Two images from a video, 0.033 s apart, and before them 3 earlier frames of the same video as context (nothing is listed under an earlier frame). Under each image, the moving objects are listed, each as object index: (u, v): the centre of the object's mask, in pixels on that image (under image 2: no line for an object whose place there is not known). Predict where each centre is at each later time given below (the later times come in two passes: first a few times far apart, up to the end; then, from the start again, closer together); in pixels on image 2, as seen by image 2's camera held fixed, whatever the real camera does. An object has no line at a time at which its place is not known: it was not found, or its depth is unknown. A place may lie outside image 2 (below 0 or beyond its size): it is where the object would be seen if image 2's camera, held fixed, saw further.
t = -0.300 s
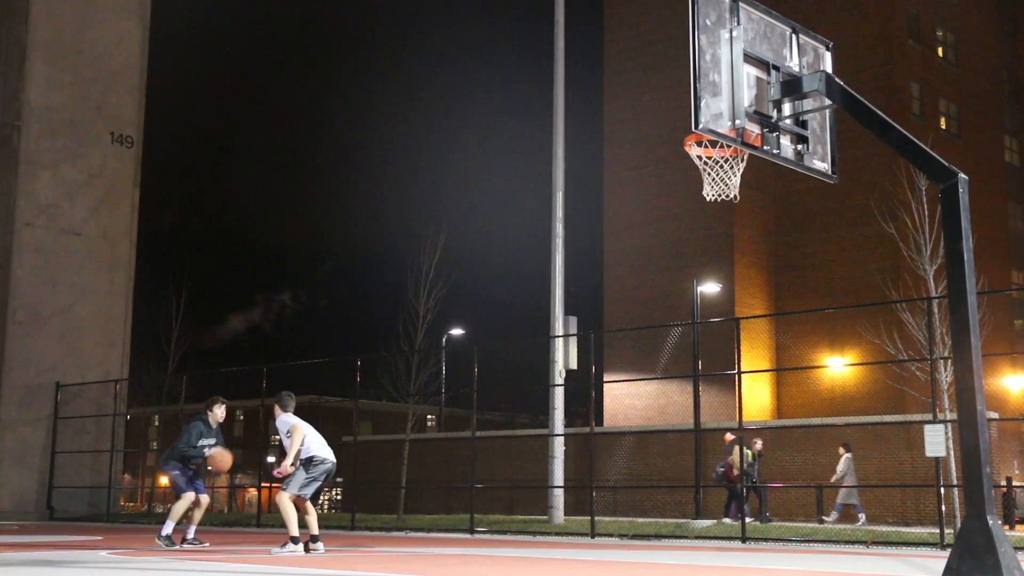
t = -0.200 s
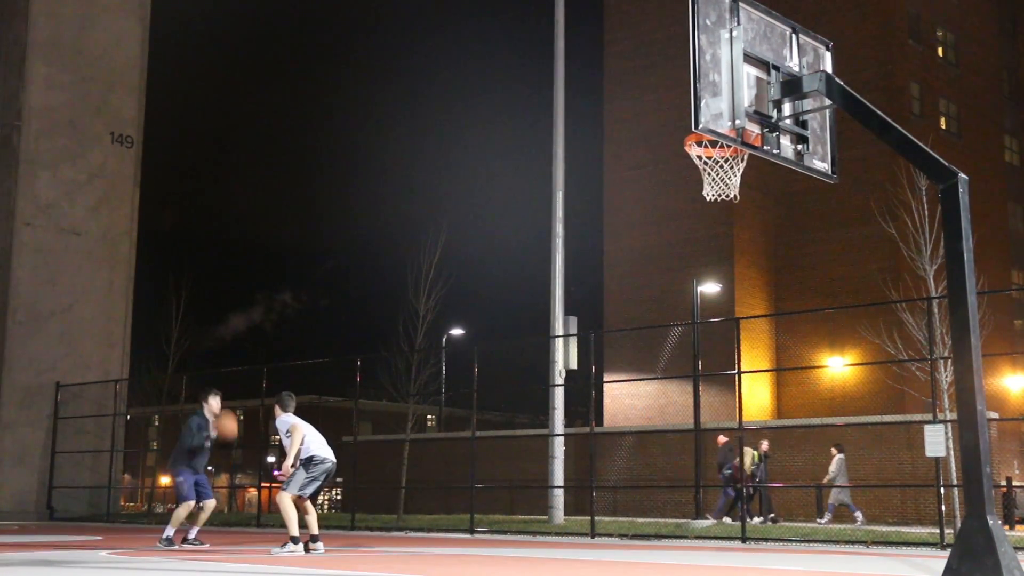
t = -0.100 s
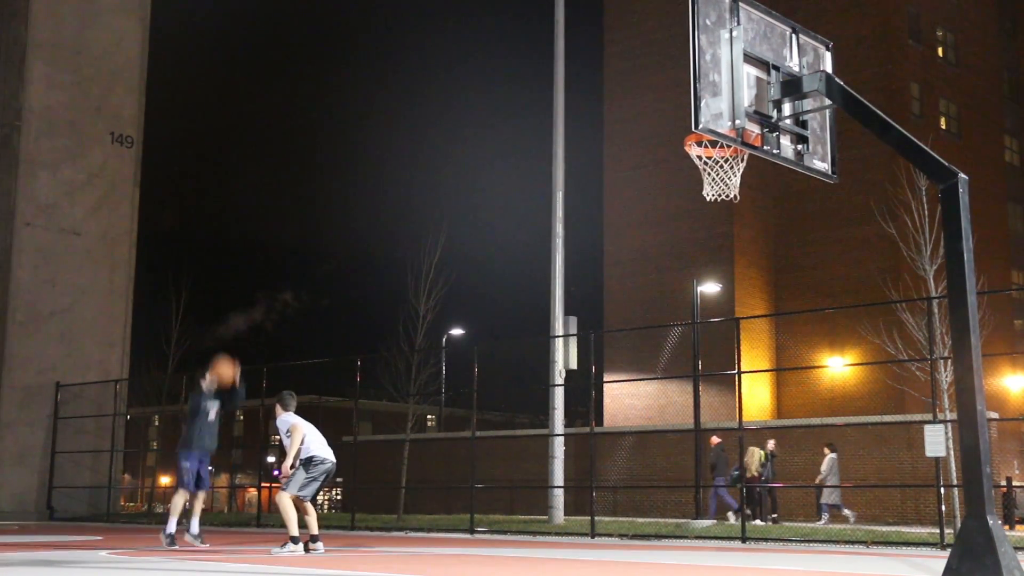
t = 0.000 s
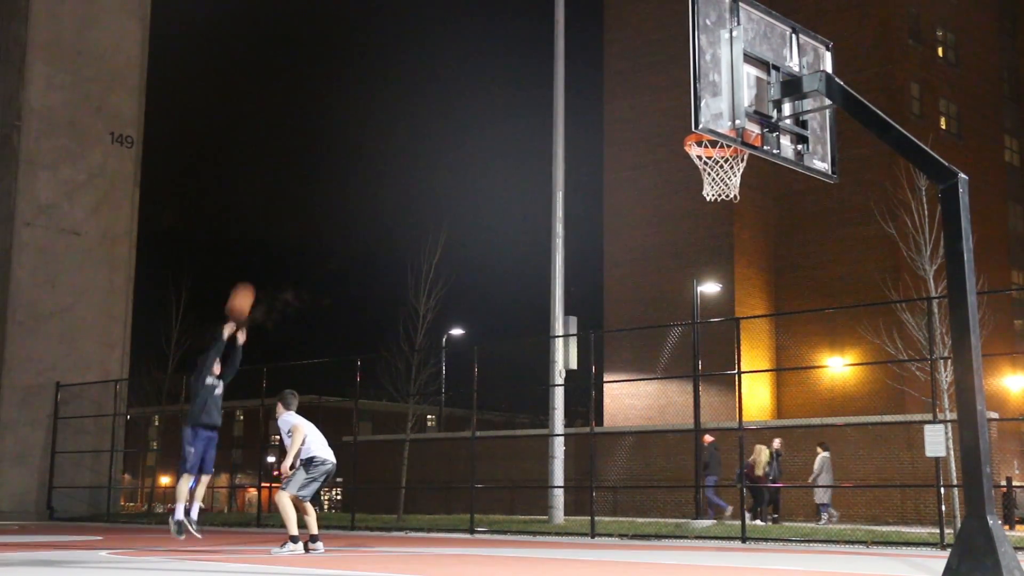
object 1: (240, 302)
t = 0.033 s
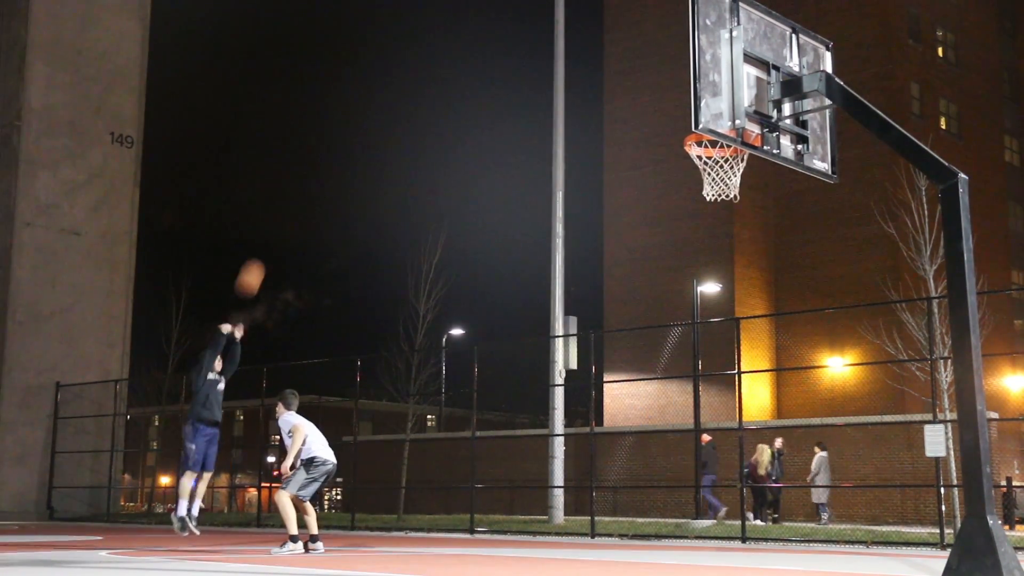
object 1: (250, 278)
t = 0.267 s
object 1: (320, 139)
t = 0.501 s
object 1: (394, 43)
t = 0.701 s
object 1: (461, 6)
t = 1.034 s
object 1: (590, 15)
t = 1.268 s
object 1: (685, 104)
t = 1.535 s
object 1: (741, 199)
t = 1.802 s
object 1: (741, 338)
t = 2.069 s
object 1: (734, 525)
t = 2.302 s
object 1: (673, 378)
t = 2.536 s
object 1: (611, 313)
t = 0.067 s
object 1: (260, 256)
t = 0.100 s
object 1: (270, 234)
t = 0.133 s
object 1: (279, 214)
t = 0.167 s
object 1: (289, 194)
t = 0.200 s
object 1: (300, 175)
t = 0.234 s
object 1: (310, 156)
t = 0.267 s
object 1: (320, 139)
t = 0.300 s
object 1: (330, 123)
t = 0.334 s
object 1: (341, 107)
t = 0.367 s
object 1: (351, 92)
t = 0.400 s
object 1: (362, 79)
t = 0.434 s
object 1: (373, 66)
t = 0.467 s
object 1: (384, 54)
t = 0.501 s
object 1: (394, 43)
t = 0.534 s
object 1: (405, 33)
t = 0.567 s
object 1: (416, 24)
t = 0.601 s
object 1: (427, 16)
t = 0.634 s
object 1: (438, 11)
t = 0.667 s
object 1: (449, 8)
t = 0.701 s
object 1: (461, 6)
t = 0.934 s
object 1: (549, 4)
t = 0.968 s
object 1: (563, 7)
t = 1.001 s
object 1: (579, 10)
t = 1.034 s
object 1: (590, 15)
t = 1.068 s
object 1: (604, 22)
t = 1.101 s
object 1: (619, 33)
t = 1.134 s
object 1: (634, 45)
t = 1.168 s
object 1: (649, 58)
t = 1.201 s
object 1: (665, 74)
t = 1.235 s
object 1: (677, 89)
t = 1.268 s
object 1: (685, 104)
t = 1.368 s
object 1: (748, 173)
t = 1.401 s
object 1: (744, 179)
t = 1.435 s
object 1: (742, 178)
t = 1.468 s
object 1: (742, 182)
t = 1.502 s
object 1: (742, 190)
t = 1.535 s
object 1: (741, 199)
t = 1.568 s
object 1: (740, 209)
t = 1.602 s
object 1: (740, 223)
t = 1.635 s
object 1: (740, 237)
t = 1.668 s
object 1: (741, 253)
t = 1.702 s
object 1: (741, 271)
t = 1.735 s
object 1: (741, 291)
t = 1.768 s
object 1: (740, 315)
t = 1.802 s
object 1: (741, 338)
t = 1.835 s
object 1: (740, 363)
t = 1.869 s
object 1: (737, 396)
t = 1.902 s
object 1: (741, 434)
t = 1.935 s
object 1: (743, 464)
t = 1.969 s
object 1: (745, 502)
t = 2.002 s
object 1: (748, 536)
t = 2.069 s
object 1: (734, 525)
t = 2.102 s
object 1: (725, 500)
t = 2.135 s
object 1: (717, 479)
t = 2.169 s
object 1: (708, 456)
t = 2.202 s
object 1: (700, 434)
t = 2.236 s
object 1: (691, 414)
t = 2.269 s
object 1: (682, 395)
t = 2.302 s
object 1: (673, 378)
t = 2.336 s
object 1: (664, 362)
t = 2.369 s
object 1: (655, 351)
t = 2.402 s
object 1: (646, 340)
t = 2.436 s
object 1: (638, 330)
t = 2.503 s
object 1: (620, 317)
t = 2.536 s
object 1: (611, 313)
